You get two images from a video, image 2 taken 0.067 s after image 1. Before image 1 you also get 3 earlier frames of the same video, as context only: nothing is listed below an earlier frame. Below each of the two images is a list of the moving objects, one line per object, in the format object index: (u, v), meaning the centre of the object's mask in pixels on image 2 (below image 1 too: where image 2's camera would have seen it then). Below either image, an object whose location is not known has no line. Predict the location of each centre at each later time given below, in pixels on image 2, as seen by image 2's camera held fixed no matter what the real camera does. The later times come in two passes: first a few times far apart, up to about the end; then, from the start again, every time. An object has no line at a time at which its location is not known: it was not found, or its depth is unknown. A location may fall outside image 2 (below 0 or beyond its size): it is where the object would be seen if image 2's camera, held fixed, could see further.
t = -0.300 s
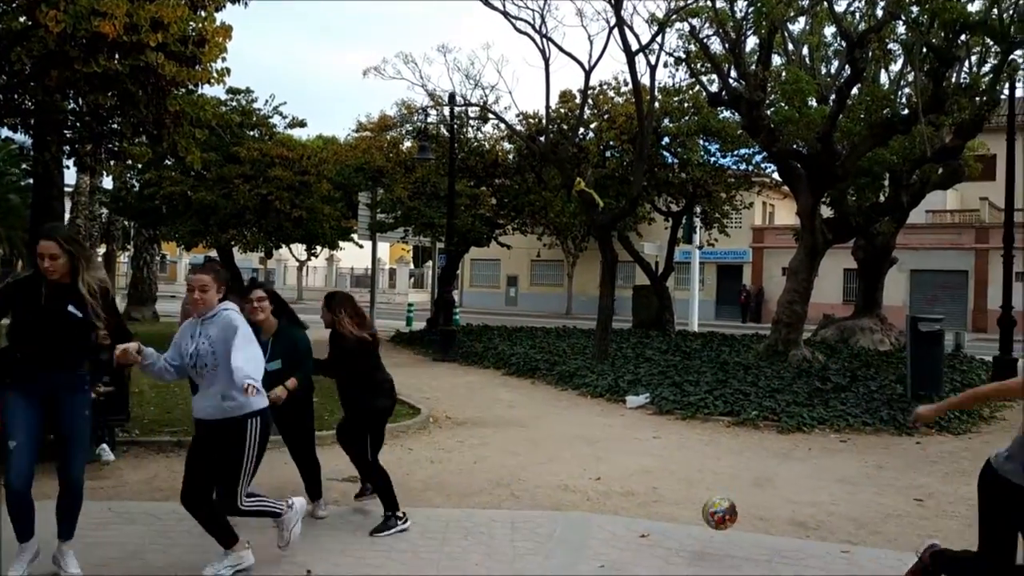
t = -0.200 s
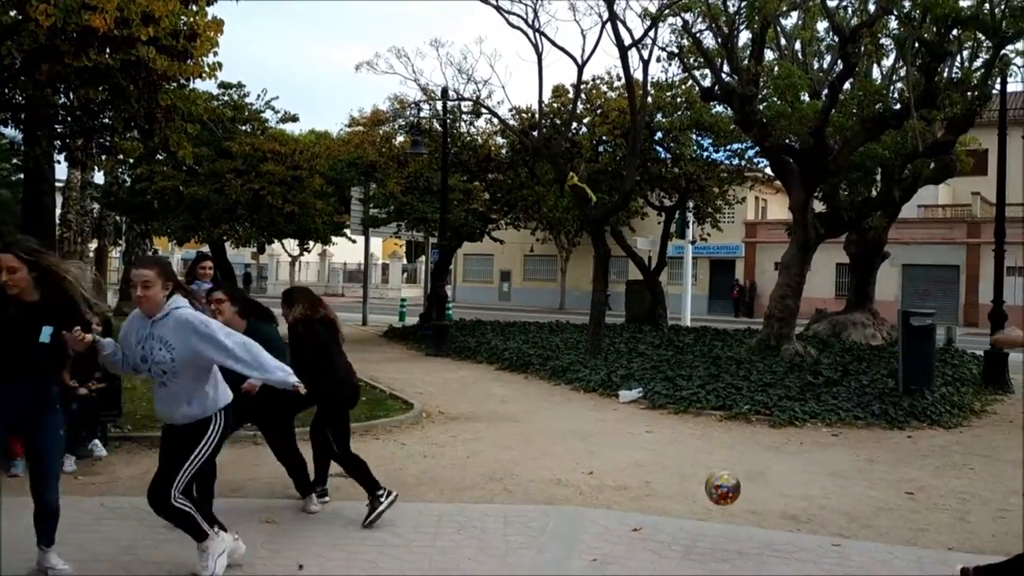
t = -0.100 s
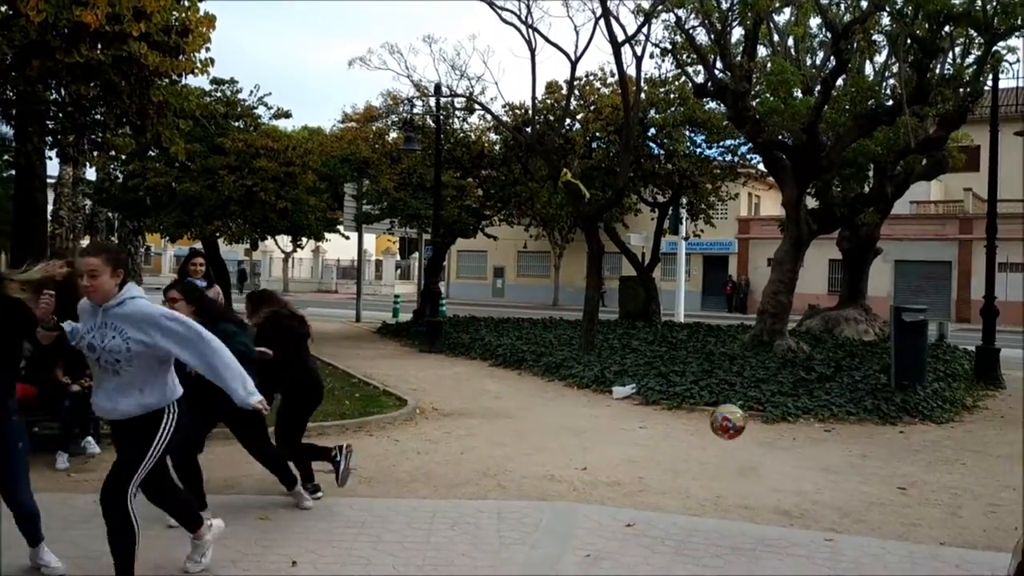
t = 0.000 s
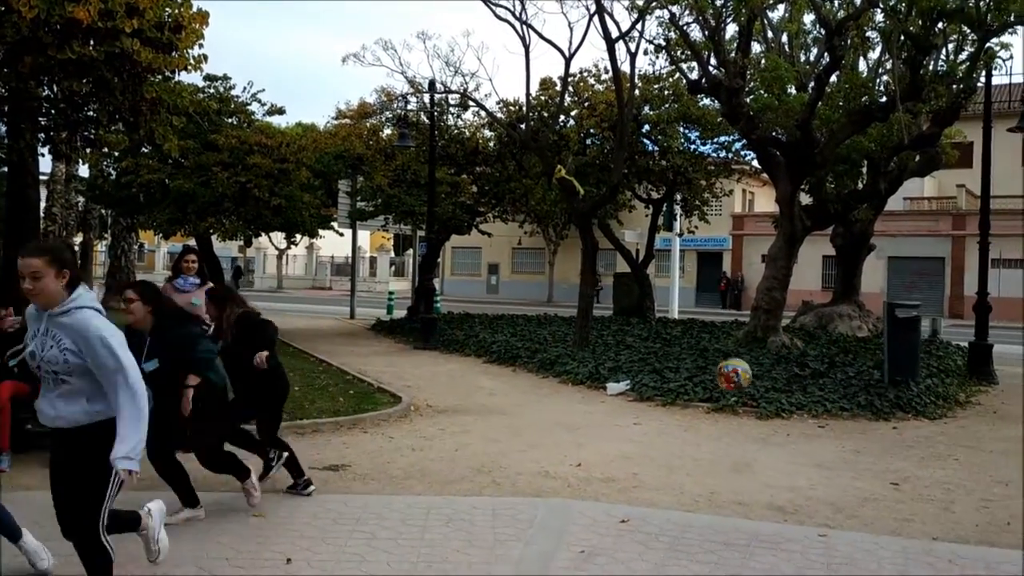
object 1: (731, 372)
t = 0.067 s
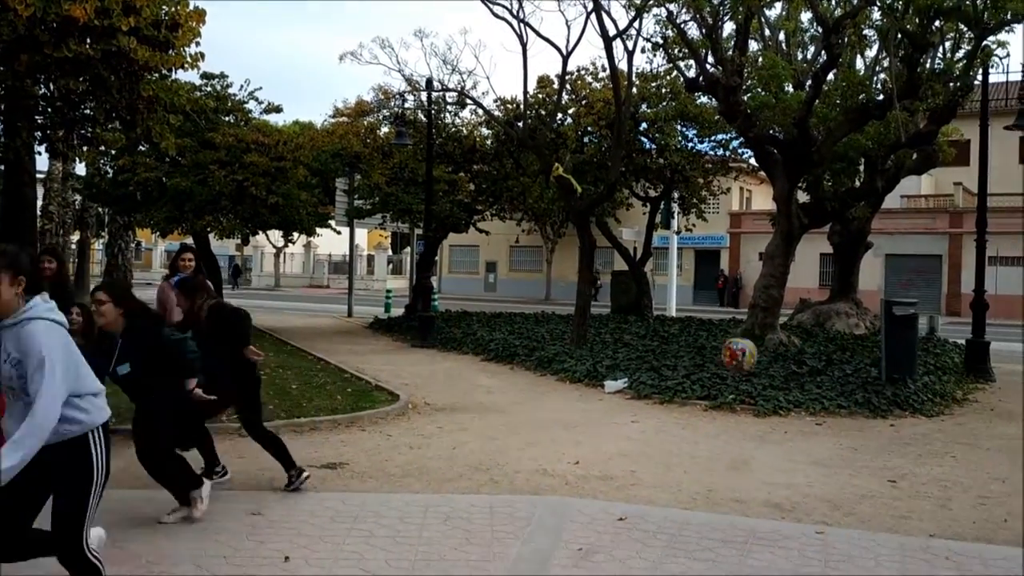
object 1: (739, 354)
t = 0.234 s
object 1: (757, 341)
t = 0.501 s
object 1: (780, 409)
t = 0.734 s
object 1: (799, 523)
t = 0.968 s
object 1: (841, 452)
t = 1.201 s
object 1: (881, 471)
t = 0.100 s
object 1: (743, 348)
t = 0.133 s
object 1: (747, 343)
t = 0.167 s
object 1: (750, 340)
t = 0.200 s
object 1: (754, 340)
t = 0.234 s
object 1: (757, 341)
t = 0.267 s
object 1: (760, 344)
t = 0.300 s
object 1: (764, 348)
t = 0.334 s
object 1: (766, 354)
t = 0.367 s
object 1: (769, 361)
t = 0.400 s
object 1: (773, 371)
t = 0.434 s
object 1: (775, 382)
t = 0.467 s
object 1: (778, 395)
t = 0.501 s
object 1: (780, 409)
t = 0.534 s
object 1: (784, 424)
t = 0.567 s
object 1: (786, 442)
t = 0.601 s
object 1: (789, 460)
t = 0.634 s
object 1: (791, 480)
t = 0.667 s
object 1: (793, 501)
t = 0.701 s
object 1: (795, 524)
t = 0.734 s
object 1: (799, 523)
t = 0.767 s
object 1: (805, 507)
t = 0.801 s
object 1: (811, 493)
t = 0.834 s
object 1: (817, 481)
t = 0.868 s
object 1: (823, 471)
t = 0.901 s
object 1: (829, 463)
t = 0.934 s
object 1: (835, 456)
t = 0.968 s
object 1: (841, 452)
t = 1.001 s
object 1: (847, 449)
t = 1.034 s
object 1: (852, 448)
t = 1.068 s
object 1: (858, 449)
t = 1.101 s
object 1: (864, 453)
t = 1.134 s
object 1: (870, 457)
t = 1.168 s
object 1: (875, 463)
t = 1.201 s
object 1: (881, 471)
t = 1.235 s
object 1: (886, 481)
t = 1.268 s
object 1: (892, 492)
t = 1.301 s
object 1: (897, 506)
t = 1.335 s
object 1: (903, 521)
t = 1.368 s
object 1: (908, 538)
